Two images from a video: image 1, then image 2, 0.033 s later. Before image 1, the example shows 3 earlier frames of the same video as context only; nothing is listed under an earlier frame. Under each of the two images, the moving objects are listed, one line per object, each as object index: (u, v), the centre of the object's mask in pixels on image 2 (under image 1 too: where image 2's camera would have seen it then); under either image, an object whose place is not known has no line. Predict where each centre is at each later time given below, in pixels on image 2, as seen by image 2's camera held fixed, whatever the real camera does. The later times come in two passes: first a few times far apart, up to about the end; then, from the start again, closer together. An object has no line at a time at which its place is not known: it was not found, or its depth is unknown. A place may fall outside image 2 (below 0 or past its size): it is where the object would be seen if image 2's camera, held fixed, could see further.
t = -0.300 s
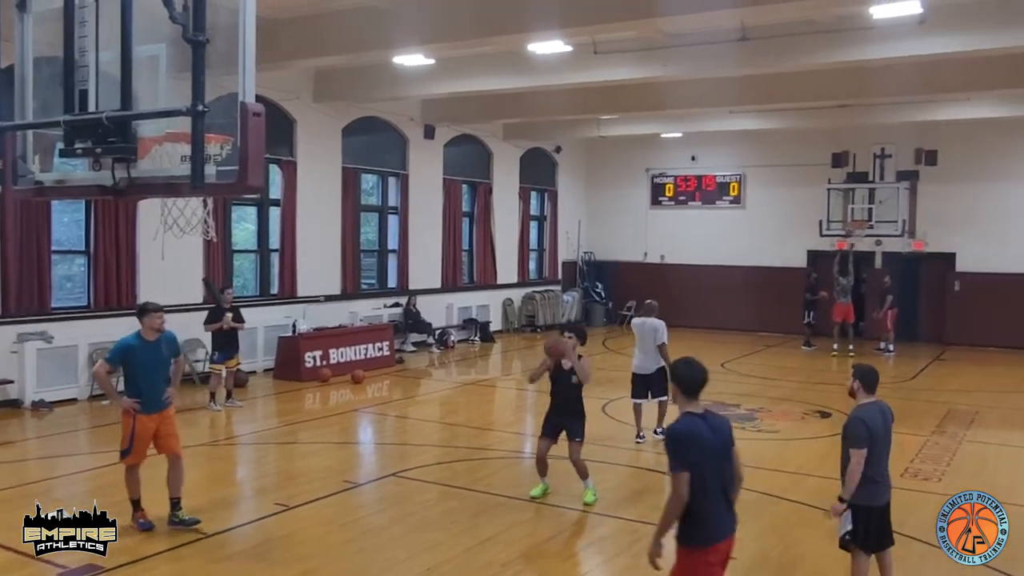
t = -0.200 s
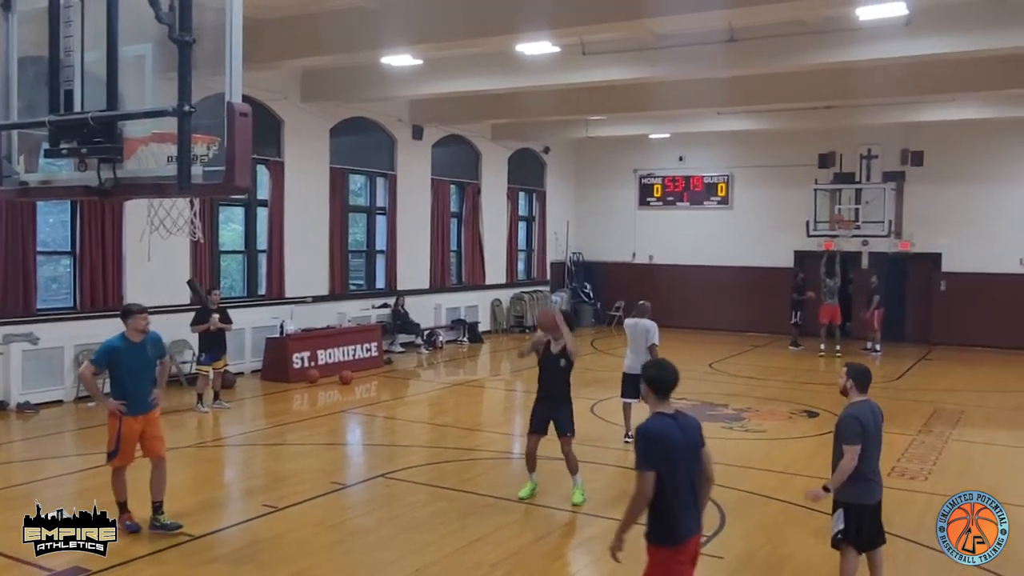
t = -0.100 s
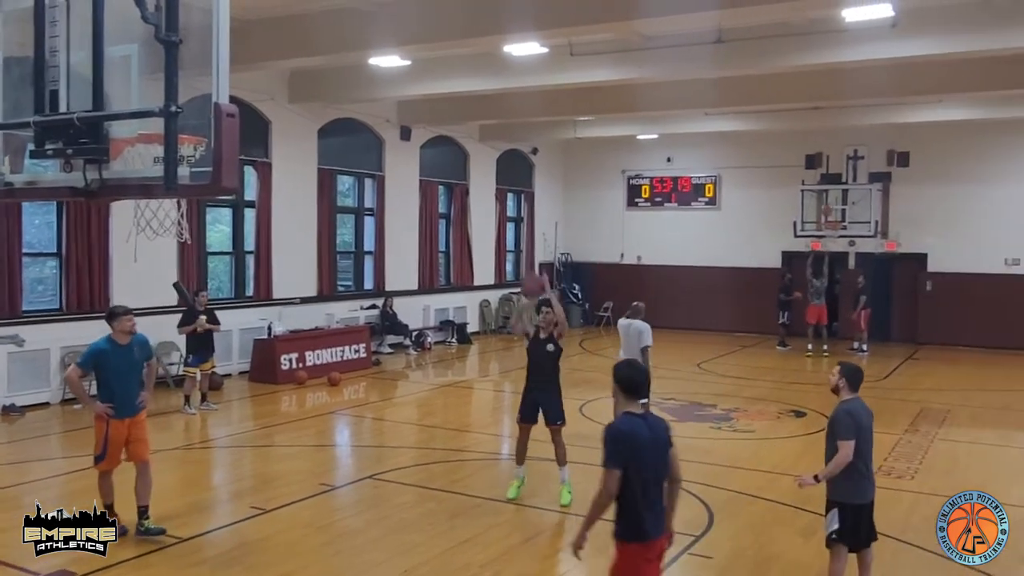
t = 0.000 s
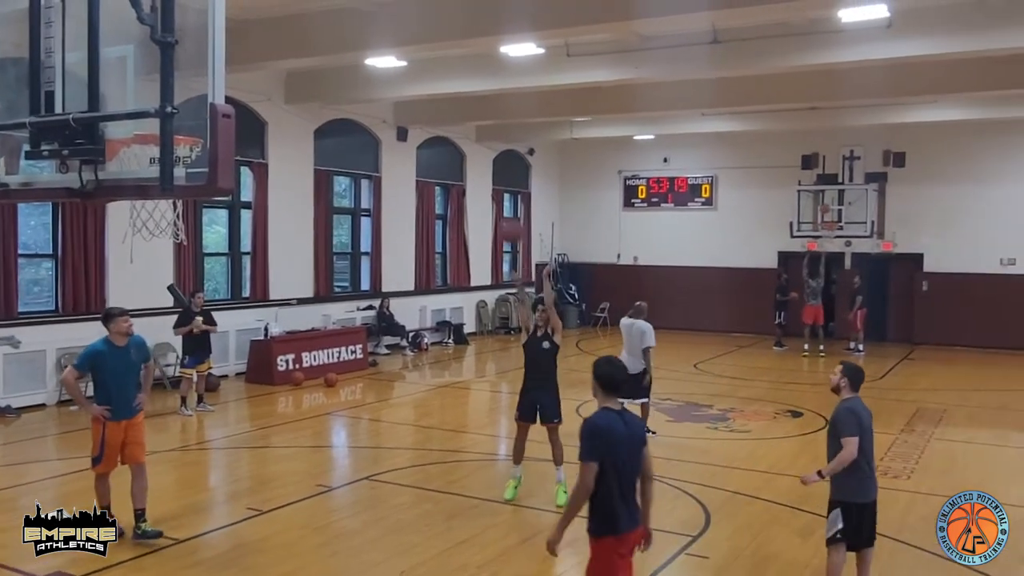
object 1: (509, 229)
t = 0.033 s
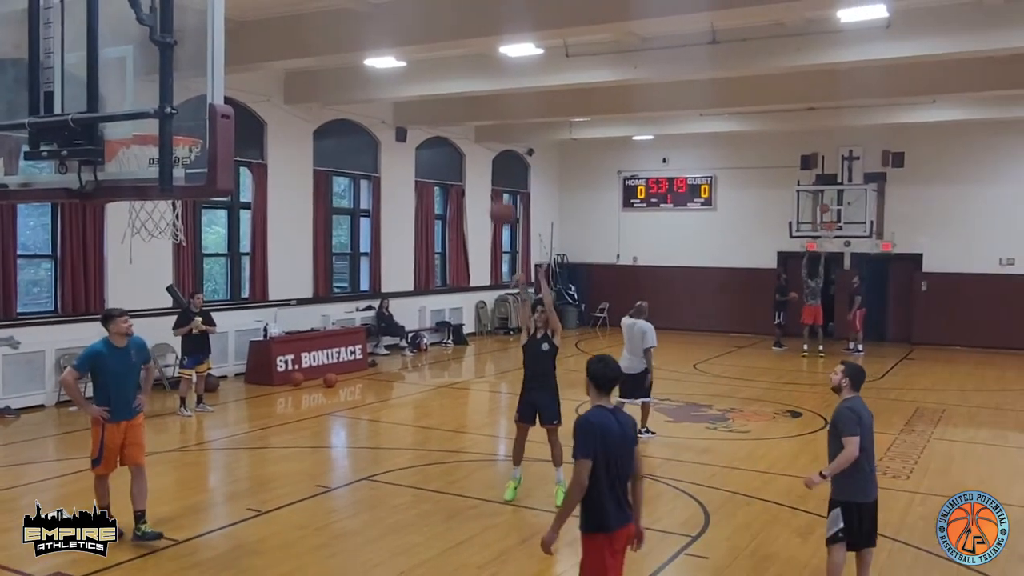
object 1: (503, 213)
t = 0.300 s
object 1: (432, 93)
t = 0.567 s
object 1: (351, 42)
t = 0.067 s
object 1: (494, 195)
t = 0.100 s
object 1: (487, 178)
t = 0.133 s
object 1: (477, 162)
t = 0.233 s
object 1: (452, 118)
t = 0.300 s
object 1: (432, 93)
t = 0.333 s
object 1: (421, 82)
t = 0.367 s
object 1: (412, 72)
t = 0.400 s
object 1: (401, 64)
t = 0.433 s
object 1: (390, 57)
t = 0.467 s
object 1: (376, 51)
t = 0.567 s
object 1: (351, 42)
